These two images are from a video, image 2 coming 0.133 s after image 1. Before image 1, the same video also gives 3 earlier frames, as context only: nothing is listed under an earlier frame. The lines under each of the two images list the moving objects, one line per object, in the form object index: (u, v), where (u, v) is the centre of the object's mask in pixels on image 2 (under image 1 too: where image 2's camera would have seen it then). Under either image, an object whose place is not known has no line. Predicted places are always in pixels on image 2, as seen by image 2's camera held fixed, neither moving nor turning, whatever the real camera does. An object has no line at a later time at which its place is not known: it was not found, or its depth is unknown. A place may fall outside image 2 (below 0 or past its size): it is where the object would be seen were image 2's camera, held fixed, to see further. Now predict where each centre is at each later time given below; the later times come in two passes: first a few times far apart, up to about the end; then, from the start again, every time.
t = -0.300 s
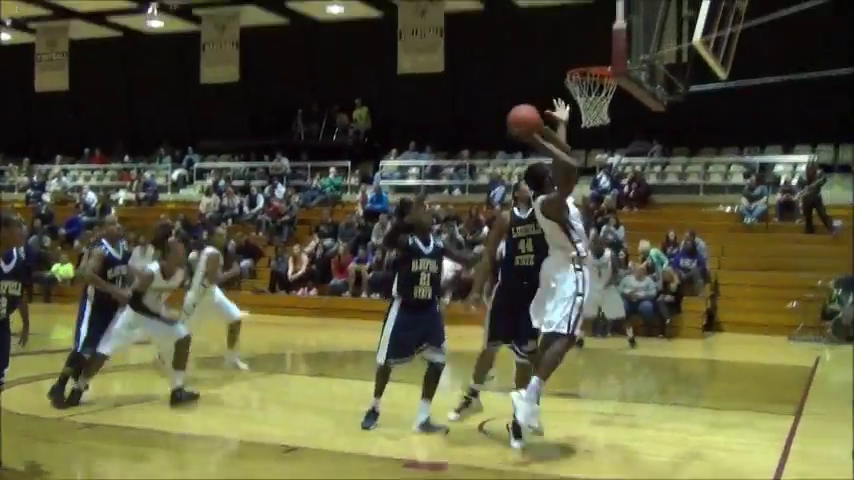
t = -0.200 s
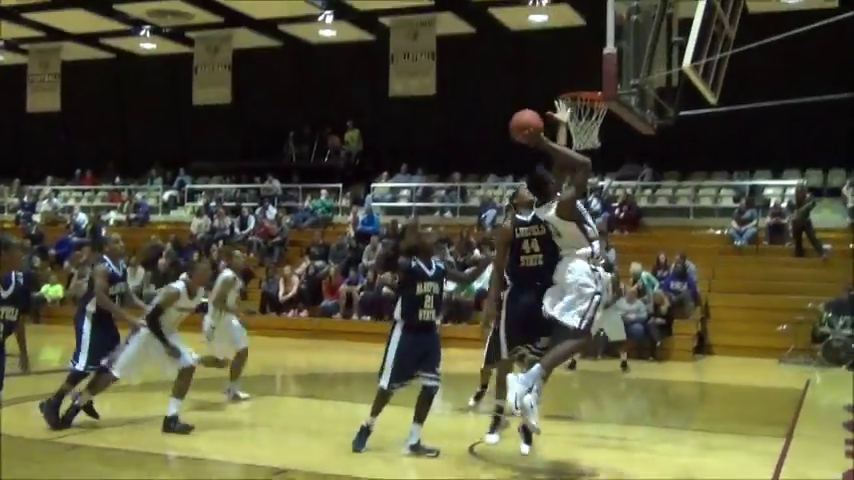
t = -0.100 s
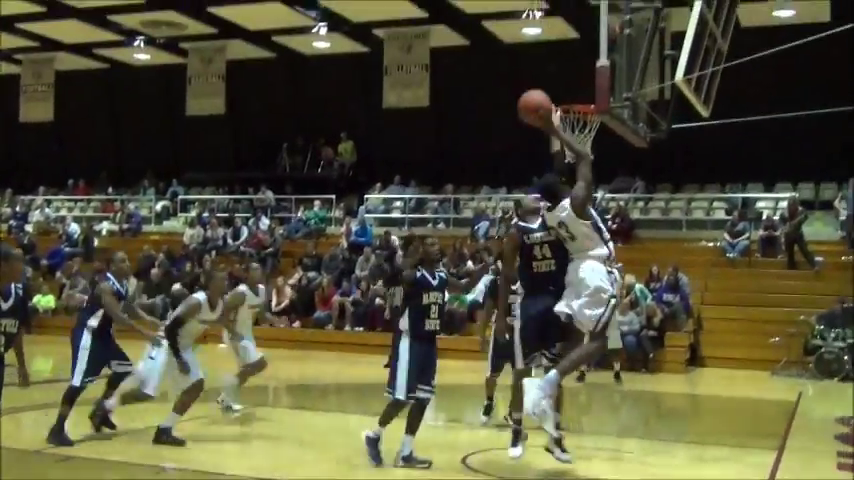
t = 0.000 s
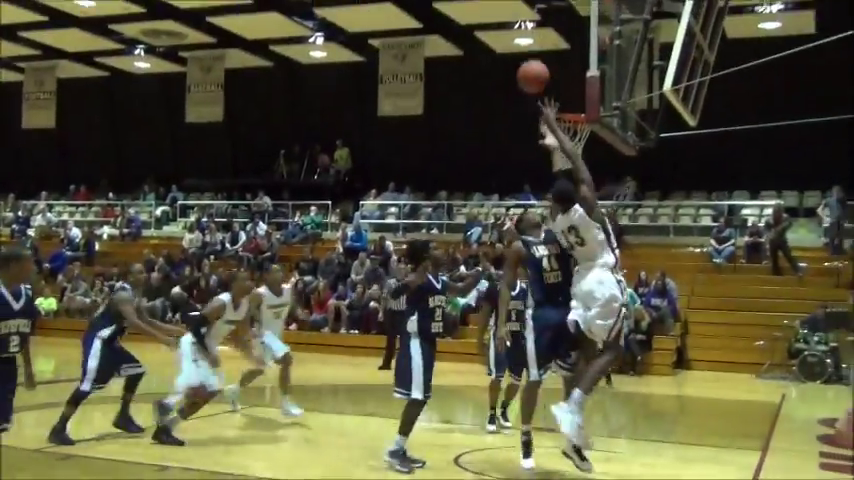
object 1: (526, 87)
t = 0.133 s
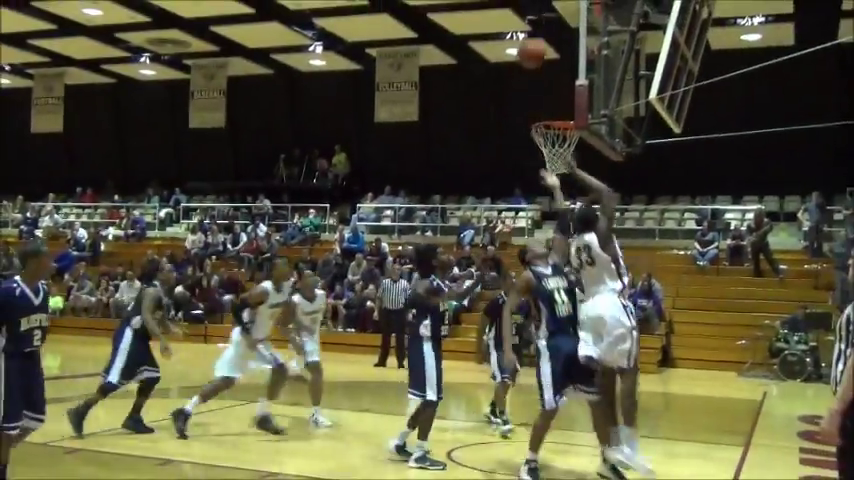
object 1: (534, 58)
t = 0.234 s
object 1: (538, 48)
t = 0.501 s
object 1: (549, 78)
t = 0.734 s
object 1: (566, 134)
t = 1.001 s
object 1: (564, 172)
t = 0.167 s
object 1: (537, 54)
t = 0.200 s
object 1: (538, 49)
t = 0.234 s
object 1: (538, 48)
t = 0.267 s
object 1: (540, 47)
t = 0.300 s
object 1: (541, 48)
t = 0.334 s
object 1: (542, 50)
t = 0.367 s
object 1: (543, 53)
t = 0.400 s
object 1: (546, 59)
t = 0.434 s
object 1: (547, 64)
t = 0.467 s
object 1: (548, 70)
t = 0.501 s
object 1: (549, 78)
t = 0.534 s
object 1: (550, 86)
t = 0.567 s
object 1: (551, 96)
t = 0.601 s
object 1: (552, 107)
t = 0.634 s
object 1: (553, 114)
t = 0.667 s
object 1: (550, 126)
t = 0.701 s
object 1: (562, 127)
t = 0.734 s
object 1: (566, 134)
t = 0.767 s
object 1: (577, 142)
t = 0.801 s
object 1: (579, 146)
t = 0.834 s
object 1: (575, 147)
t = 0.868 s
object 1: (576, 147)
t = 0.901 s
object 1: (575, 151)
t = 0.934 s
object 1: (575, 158)
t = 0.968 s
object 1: (566, 169)
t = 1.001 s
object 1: (564, 172)
